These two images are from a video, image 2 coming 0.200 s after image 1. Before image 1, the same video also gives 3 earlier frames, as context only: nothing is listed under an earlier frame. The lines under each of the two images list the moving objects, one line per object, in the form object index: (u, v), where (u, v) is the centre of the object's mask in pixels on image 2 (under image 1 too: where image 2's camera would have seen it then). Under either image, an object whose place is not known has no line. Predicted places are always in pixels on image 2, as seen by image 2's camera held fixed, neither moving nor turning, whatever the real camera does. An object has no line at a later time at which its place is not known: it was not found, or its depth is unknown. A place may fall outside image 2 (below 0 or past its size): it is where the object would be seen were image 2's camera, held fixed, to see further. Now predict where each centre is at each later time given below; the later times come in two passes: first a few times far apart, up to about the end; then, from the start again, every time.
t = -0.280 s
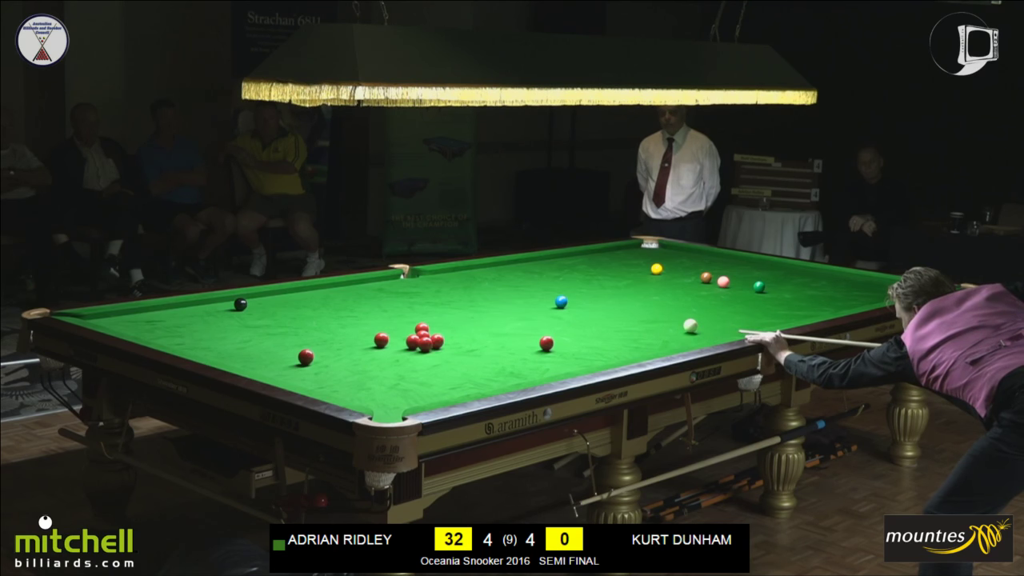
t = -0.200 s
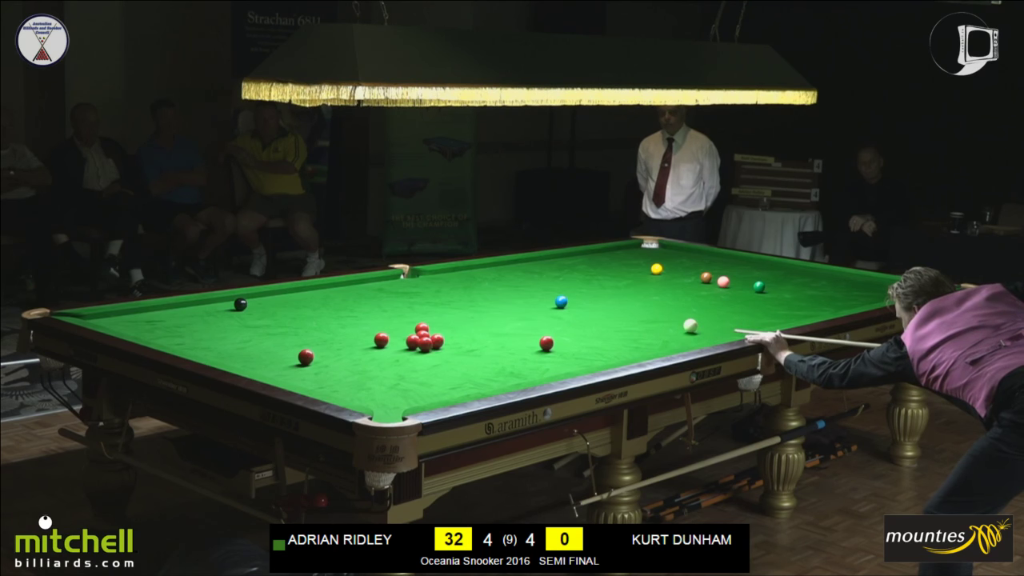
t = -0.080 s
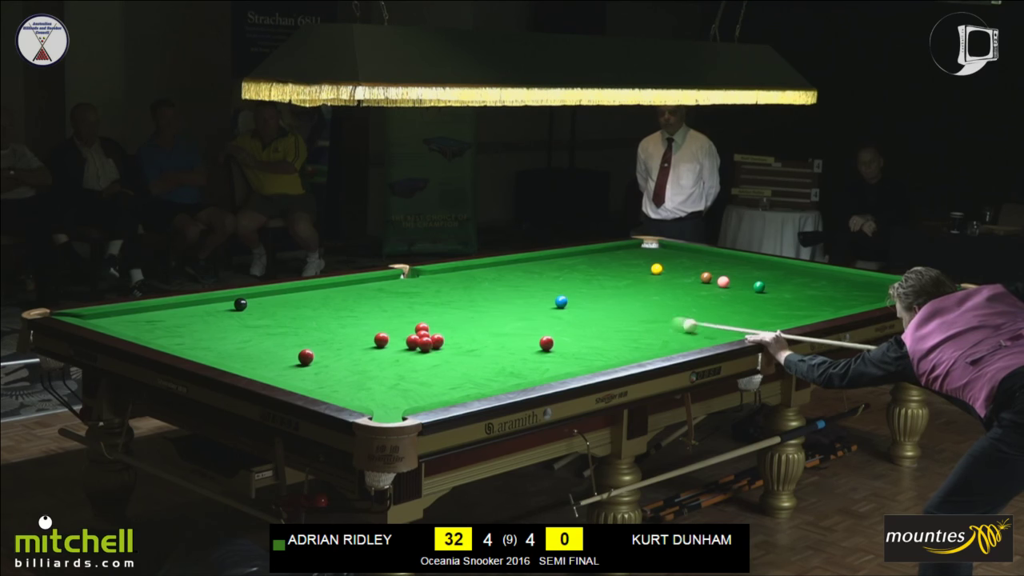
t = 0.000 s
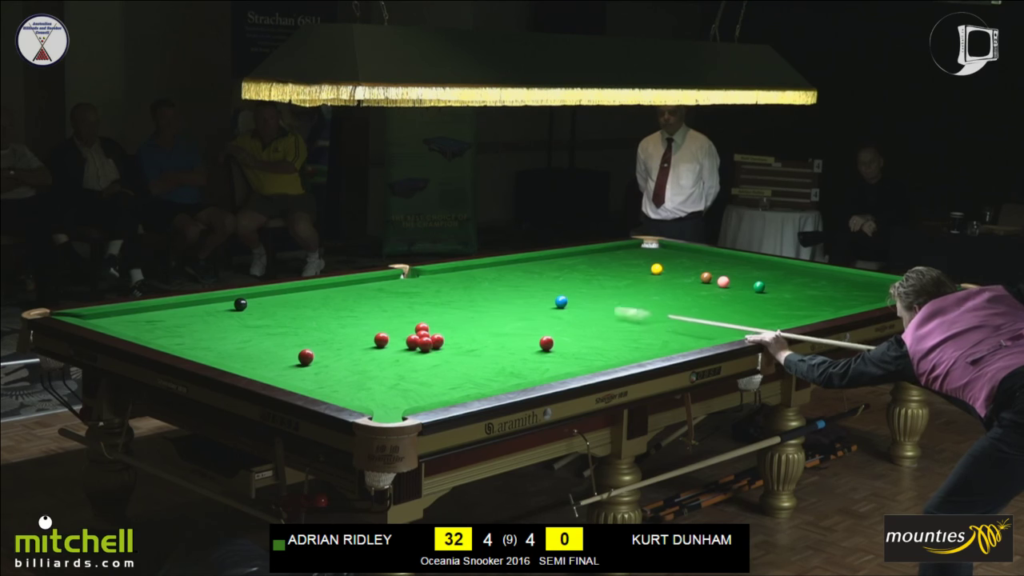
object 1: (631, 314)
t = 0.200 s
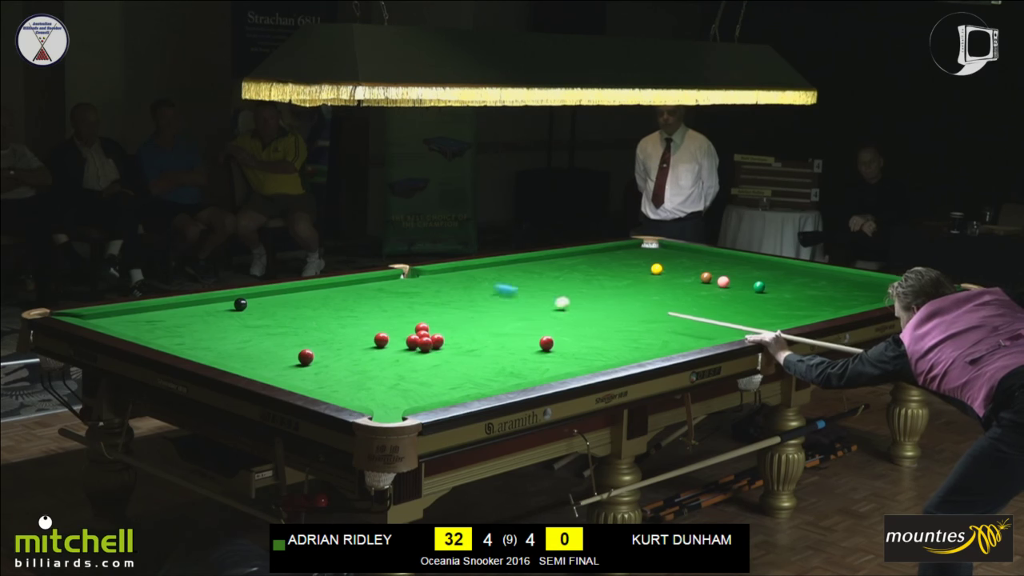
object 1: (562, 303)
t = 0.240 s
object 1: (558, 302)
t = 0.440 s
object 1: (527, 299)
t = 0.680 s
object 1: (481, 293)
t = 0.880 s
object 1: (445, 288)
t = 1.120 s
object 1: (404, 282)
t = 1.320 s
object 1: (374, 279)
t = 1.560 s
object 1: (386, 284)
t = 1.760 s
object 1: (395, 289)
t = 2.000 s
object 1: (407, 294)
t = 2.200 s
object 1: (416, 299)
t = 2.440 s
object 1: (427, 304)
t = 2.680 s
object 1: (438, 309)
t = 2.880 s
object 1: (448, 314)
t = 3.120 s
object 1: (459, 319)
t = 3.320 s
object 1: (468, 323)
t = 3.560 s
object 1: (478, 328)
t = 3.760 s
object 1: (487, 332)
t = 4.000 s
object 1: (496, 337)
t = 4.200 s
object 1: (504, 341)
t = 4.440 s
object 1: (513, 345)
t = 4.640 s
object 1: (521, 349)
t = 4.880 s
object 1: (529, 352)
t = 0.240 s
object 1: (558, 302)
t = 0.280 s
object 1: (553, 302)
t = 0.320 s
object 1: (547, 302)
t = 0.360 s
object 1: (541, 301)
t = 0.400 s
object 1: (534, 300)
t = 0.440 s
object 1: (527, 299)
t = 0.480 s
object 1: (519, 298)
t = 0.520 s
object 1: (511, 297)
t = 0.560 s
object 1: (503, 296)
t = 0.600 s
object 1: (496, 295)
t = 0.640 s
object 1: (488, 294)
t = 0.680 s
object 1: (481, 293)
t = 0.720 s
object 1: (474, 292)
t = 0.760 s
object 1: (466, 291)
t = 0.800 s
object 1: (459, 290)
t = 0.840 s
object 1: (452, 289)
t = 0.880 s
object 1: (445, 288)
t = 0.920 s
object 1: (438, 287)
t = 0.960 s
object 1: (431, 286)
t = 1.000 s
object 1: (424, 285)
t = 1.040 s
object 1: (417, 284)
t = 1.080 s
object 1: (410, 283)
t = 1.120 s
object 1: (404, 282)
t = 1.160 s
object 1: (397, 281)
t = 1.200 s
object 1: (390, 281)
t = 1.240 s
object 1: (384, 280)
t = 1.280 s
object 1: (378, 279)
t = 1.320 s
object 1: (374, 279)
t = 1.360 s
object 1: (376, 280)
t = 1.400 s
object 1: (379, 281)
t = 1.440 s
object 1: (380, 281)
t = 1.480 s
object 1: (382, 282)
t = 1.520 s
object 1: (384, 283)
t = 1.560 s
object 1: (386, 284)
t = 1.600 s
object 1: (388, 285)
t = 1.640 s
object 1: (390, 286)
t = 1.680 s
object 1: (392, 287)
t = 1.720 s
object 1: (393, 288)
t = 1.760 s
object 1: (395, 289)
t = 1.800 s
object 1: (397, 290)
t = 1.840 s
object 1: (399, 290)
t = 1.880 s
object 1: (401, 291)
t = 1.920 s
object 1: (403, 292)
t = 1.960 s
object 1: (405, 293)
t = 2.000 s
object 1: (407, 294)
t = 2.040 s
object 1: (409, 295)
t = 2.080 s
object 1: (411, 296)
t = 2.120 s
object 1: (412, 297)
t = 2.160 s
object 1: (414, 298)
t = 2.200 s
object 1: (416, 299)
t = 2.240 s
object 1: (418, 300)
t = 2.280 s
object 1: (420, 300)
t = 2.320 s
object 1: (422, 301)
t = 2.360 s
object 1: (424, 302)
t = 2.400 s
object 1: (426, 303)
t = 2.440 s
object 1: (427, 304)
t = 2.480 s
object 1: (429, 305)
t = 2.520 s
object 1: (431, 306)
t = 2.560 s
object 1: (433, 307)
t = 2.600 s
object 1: (435, 308)
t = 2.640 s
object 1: (437, 308)
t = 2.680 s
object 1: (438, 309)
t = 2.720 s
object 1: (440, 310)
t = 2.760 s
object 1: (442, 311)
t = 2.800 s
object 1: (444, 312)
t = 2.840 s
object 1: (446, 313)
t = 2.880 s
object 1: (448, 314)
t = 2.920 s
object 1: (449, 315)
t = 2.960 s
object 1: (451, 316)
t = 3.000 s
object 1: (453, 316)
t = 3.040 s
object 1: (455, 317)
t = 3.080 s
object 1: (457, 318)
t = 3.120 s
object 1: (459, 319)
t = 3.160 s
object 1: (460, 320)
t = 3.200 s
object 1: (462, 321)
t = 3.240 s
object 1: (464, 322)
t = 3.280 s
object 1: (466, 322)
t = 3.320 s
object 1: (468, 323)
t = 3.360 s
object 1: (469, 324)
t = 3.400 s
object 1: (471, 325)
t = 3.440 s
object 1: (473, 326)
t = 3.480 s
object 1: (475, 327)
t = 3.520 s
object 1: (476, 327)
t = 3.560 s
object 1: (478, 328)
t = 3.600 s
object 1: (480, 329)
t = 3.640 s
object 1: (482, 330)
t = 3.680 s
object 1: (483, 331)
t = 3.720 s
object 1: (485, 331)
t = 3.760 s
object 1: (487, 332)
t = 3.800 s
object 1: (488, 333)
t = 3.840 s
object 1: (490, 334)
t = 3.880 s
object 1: (491, 335)
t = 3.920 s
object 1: (493, 335)
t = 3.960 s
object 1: (495, 336)
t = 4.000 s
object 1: (496, 337)
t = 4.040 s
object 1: (498, 338)
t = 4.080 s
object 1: (499, 339)
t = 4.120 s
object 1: (501, 339)
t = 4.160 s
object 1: (503, 340)
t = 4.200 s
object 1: (504, 341)
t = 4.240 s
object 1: (506, 341)
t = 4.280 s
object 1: (507, 342)
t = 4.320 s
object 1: (509, 343)
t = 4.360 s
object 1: (510, 344)
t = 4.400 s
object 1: (512, 344)
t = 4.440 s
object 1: (513, 345)
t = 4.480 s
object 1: (515, 346)
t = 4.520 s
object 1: (516, 346)
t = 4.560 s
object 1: (518, 347)
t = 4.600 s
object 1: (519, 348)
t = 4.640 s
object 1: (521, 349)
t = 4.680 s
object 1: (522, 349)
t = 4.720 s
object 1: (523, 350)
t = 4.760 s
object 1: (525, 350)
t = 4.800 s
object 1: (526, 351)
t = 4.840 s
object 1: (527, 352)
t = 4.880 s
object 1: (529, 352)
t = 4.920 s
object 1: (530, 353)
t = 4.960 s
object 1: (531, 354)
